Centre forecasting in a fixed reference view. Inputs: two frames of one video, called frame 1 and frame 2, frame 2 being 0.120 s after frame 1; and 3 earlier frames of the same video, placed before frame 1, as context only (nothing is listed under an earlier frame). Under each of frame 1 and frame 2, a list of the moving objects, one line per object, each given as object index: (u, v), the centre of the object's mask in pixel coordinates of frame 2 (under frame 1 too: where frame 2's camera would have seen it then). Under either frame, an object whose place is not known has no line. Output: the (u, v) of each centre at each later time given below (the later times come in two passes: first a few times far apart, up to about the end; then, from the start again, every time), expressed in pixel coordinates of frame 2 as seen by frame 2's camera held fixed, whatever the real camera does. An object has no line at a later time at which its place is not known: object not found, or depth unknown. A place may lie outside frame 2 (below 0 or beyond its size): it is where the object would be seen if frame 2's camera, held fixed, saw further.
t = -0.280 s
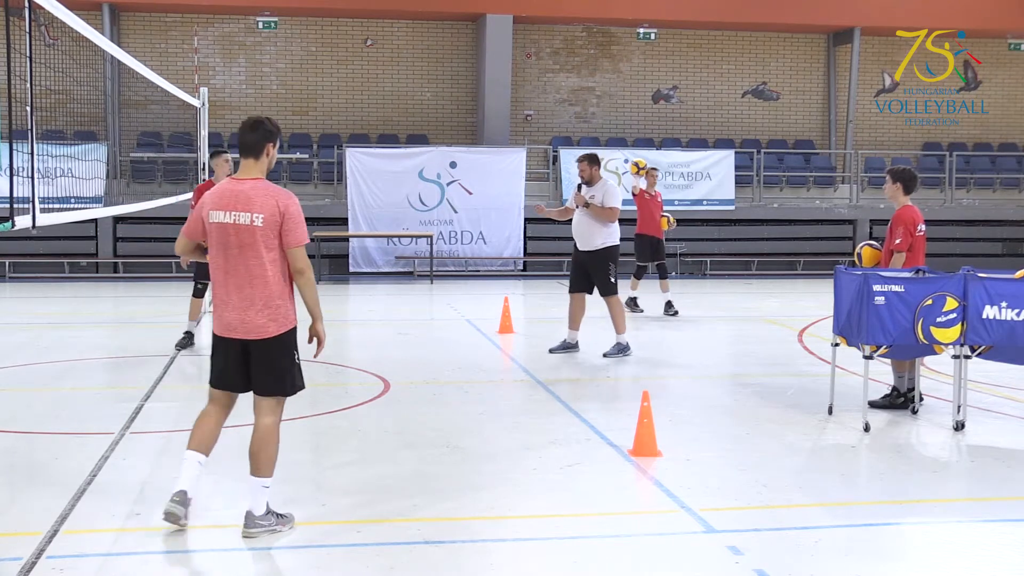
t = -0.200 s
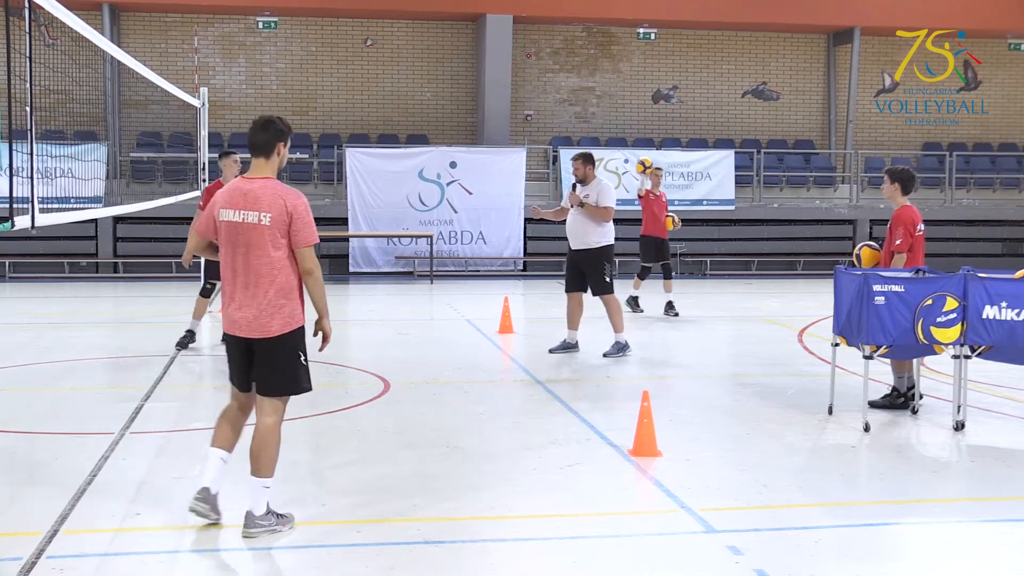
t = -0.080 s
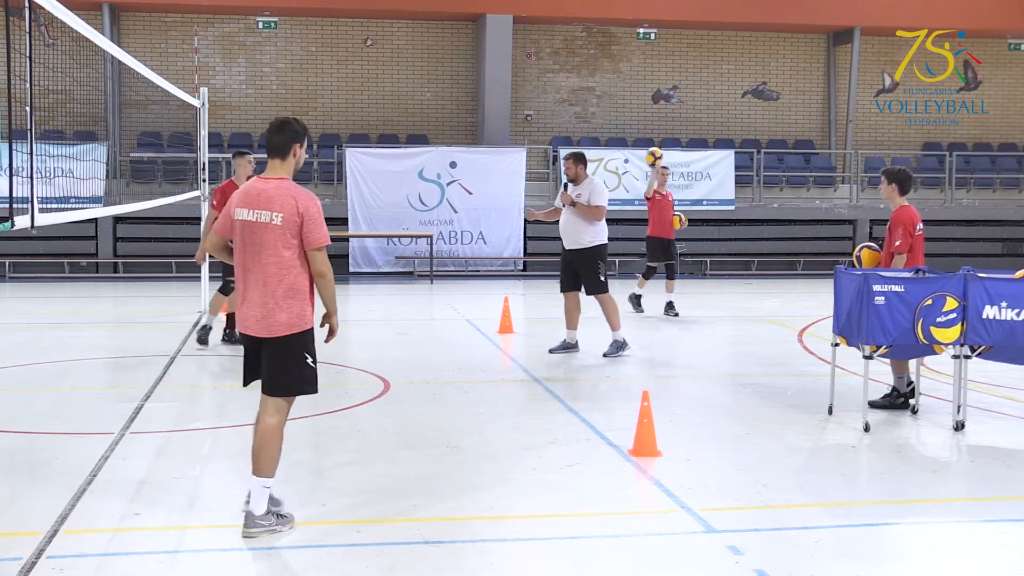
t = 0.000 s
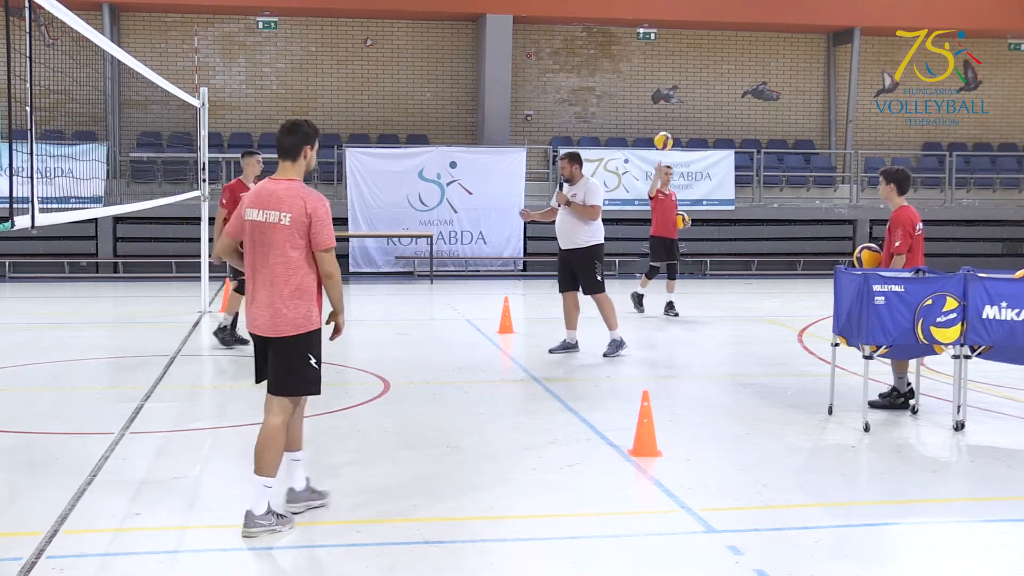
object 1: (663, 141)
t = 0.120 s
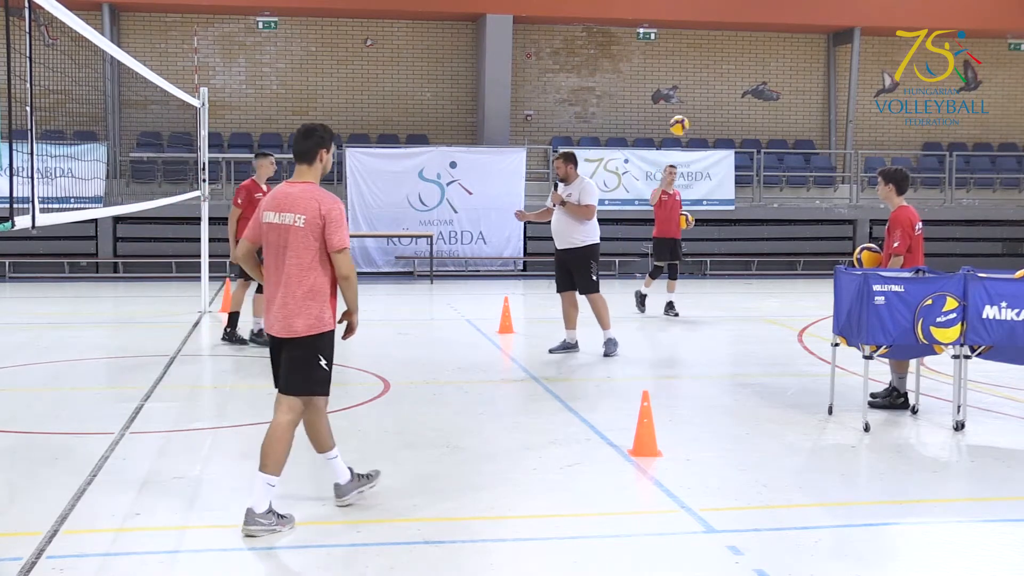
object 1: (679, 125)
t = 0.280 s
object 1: (701, 123)
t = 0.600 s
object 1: (750, 194)
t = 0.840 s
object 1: (790, 326)
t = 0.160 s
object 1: (684, 122)
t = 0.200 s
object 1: (690, 121)
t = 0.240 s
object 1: (695, 122)
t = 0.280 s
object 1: (701, 123)
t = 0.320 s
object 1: (707, 126)
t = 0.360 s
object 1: (713, 131)
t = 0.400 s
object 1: (718, 138)
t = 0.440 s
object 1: (725, 145)
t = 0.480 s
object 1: (731, 155)
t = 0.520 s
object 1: (738, 167)
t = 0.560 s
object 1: (744, 180)
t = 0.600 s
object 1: (750, 194)
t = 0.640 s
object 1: (756, 212)
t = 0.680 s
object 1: (763, 231)
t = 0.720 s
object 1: (770, 251)
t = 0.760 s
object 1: (776, 273)
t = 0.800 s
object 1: (783, 298)
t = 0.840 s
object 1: (790, 326)
